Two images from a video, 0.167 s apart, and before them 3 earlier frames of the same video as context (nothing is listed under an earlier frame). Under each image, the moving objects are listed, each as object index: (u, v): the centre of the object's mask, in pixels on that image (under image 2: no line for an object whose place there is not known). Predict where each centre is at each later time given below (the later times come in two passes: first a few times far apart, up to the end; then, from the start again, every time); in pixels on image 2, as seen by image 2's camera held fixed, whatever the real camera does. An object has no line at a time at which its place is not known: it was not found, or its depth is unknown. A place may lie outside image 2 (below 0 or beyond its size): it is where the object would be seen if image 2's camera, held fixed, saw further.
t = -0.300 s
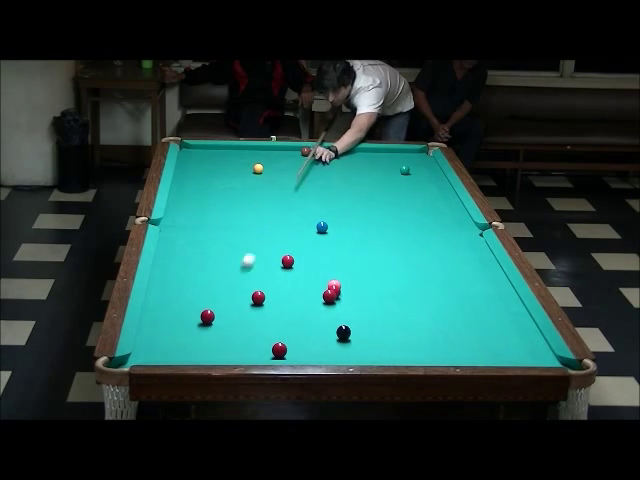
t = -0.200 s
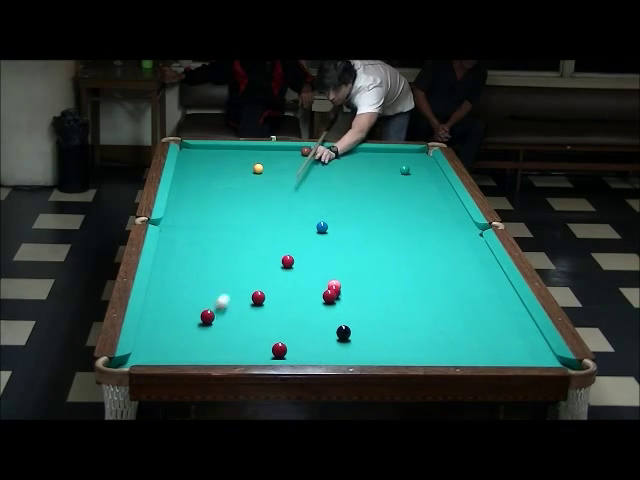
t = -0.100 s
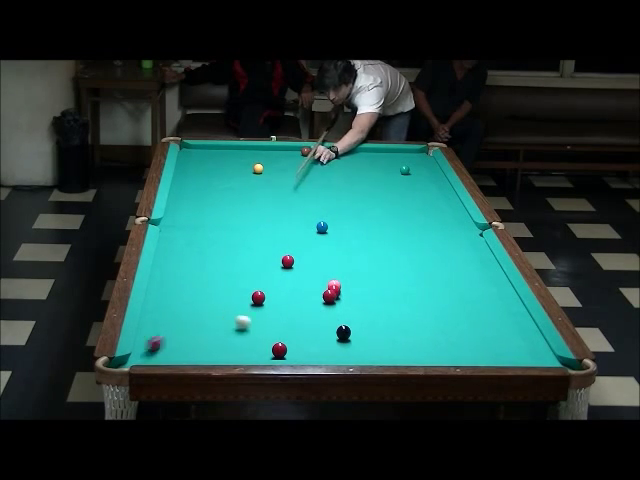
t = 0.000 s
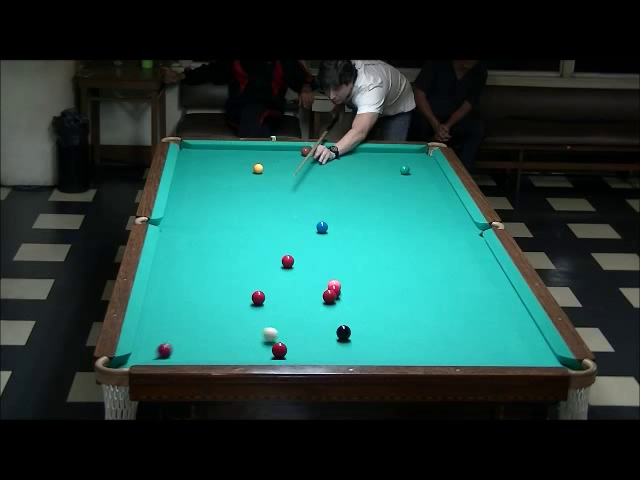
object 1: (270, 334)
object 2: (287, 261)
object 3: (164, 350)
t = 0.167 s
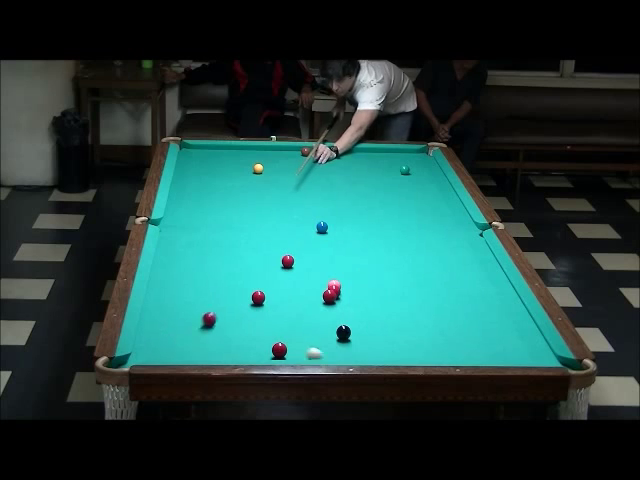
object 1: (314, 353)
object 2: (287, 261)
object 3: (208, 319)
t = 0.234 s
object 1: (328, 355)
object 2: (287, 261)
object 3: (224, 308)
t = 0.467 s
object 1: (356, 338)
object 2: (287, 261)
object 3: (272, 275)
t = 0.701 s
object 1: (381, 320)
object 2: (295, 245)
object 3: (305, 263)
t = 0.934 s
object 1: (403, 303)
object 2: (304, 228)
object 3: (333, 257)
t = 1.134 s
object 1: (420, 291)
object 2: (310, 214)
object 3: (355, 252)
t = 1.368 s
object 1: (438, 277)
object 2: (317, 200)
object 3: (380, 246)
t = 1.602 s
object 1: (455, 265)
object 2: (324, 188)
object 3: (402, 241)
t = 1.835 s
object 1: (470, 255)
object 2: (330, 176)
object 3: (423, 237)
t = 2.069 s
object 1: (482, 246)
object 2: (335, 166)
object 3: (442, 233)
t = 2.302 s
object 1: (466, 239)
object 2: (341, 157)
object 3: (459, 229)
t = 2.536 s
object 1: (451, 233)
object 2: (345, 150)
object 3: (473, 225)
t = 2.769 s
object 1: (438, 228)
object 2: (352, 156)
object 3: (464, 227)
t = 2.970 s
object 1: (428, 223)
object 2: (356, 162)
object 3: (457, 229)
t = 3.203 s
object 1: (417, 219)
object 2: (363, 168)
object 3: (449, 230)
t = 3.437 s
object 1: (408, 215)
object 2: (369, 175)
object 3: (442, 231)
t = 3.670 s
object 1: (399, 212)
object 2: (375, 181)
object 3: (436, 232)
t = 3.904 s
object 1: (391, 209)
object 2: (380, 187)
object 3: (432, 233)
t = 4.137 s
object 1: (384, 206)
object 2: (385, 193)
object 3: (428, 233)
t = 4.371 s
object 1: (378, 204)
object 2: (390, 198)
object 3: (426, 234)
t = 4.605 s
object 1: (374, 202)
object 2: (395, 204)
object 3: (426, 234)
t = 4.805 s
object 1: (370, 201)
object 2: (398, 208)
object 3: (426, 234)
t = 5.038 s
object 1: (367, 200)
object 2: (402, 213)
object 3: (426, 234)
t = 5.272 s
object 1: (364, 199)
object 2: (406, 217)
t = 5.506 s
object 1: (363, 198)
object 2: (410, 221)
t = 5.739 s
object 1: (362, 198)
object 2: (413, 225)
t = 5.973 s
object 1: (362, 198)
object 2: (415, 228)
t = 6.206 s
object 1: (362, 198)
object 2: (417, 230)
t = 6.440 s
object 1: (362, 198)
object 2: (417, 231)
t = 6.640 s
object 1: (362, 198)
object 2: (416, 232)
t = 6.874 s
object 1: (362, 198)
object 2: (416, 232)
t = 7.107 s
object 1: (362, 198)
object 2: (416, 232)
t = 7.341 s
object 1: (362, 198)
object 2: (416, 232)
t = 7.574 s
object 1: (362, 198)
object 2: (416, 232)
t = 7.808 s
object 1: (362, 198)
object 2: (416, 232)
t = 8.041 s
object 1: (362, 198)
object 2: (416, 231)
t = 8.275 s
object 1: (362, 198)
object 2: (416, 231)
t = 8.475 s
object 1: (362, 198)
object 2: (416, 231)
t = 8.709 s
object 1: (362, 198)
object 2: (416, 231)
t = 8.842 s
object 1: (362, 198)
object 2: (416, 232)
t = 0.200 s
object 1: (323, 355)
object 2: (287, 261)
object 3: (216, 313)
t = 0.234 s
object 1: (328, 355)
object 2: (287, 261)
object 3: (224, 308)
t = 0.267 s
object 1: (333, 353)
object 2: (287, 261)
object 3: (231, 303)
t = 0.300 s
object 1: (337, 352)
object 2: (287, 261)
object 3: (238, 298)
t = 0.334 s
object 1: (341, 349)
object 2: (287, 261)
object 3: (245, 293)
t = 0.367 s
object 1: (345, 347)
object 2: (287, 261)
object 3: (252, 287)
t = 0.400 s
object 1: (348, 343)
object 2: (287, 261)
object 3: (259, 283)
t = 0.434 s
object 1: (352, 341)
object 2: (287, 261)
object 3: (266, 279)
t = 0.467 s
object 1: (356, 338)
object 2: (287, 261)
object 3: (272, 275)
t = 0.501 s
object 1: (360, 335)
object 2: (287, 261)
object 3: (278, 270)
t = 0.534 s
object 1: (364, 332)
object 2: (289, 259)
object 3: (284, 266)
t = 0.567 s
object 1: (367, 330)
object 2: (289, 256)
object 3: (288, 265)
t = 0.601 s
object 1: (371, 327)
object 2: (290, 254)
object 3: (292, 265)
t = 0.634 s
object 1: (374, 325)
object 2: (292, 251)
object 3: (296, 264)
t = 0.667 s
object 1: (377, 322)
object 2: (294, 248)
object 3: (301, 264)
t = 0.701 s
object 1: (381, 320)
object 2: (295, 245)
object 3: (305, 263)
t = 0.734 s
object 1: (384, 317)
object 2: (296, 243)
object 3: (309, 262)
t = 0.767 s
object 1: (387, 315)
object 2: (298, 240)
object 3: (313, 261)
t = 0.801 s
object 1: (391, 312)
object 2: (299, 238)
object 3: (317, 260)
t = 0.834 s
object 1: (393, 310)
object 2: (300, 235)
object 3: (321, 259)
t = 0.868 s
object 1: (397, 308)
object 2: (301, 233)
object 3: (325, 258)
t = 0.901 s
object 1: (400, 306)
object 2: (303, 230)
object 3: (329, 258)
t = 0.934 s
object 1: (403, 303)
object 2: (304, 228)
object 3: (333, 257)
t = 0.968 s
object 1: (406, 301)
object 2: (305, 225)
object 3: (337, 256)
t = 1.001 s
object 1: (409, 299)
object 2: (306, 223)
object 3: (341, 255)
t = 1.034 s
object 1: (411, 297)
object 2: (307, 221)
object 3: (344, 254)
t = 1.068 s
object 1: (414, 295)
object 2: (308, 218)
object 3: (348, 253)
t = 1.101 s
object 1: (417, 293)
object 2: (309, 217)
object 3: (352, 253)
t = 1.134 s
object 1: (420, 291)
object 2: (310, 214)
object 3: (355, 252)
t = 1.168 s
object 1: (423, 289)
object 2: (311, 212)
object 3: (359, 251)
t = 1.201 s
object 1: (425, 287)
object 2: (312, 210)
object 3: (362, 250)
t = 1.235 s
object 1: (428, 285)
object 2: (313, 208)
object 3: (366, 249)
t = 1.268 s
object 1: (431, 283)
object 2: (314, 206)
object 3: (369, 249)
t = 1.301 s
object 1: (433, 281)
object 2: (316, 204)
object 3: (373, 248)
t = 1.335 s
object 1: (436, 279)
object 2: (317, 202)
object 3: (376, 247)
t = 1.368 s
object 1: (438, 277)
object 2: (317, 200)
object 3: (380, 246)
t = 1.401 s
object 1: (441, 276)
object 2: (318, 198)
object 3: (383, 246)
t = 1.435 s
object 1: (443, 274)
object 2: (320, 197)
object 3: (386, 245)
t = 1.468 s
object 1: (445, 272)
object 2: (320, 195)
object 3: (390, 244)
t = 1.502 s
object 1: (448, 270)
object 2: (321, 193)
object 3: (393, 243)
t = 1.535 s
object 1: (450, 269)
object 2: (322, 191)
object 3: (396, 243)
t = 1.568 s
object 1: (452, 267)
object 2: (323, 189)
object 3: (399, 242)
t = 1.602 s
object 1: (455, 265)
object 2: (324, 188)
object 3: (402, 241)
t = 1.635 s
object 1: (457, 264)
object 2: (325, 186)
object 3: (405, 241)
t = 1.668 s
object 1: (459, 262)
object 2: (326, 184)
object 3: (408, 240)
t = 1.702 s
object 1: (461, 261)
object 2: (327, 183)
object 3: (411, 239)
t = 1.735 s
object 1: (463, 259)
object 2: (328, 181)
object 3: (414, 239)
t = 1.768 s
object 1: (466, 258)
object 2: (328, 180)
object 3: (417, 238)
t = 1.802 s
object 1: (468, 256)
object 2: (329, 177)
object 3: (420, 237)
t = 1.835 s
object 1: (470, 255)
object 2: (330, 176)
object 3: (423, 237)
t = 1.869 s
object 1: (472, 254)
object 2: (331, 175)
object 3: (426, 236)
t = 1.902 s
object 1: (473, 252)
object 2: (331, 173)
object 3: (428, 235)
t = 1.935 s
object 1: (476, 251)
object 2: (332, 172)
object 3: (431, 235)
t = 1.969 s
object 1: (478, 250)
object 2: (333, 170)
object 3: (434, 234)
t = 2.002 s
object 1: (479, 248)
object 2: (334, 169)
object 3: (436, 234)
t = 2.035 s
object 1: (482, 247)
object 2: (335, 168)
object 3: (439, 233)
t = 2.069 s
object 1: (482, 246)
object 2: (335, 166)
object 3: (442, 233)
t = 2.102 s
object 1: (479, 245)
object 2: (336, 164)
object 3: (444, 232)
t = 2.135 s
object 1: (478, 244)
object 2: (337, 164)
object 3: (447, 231)
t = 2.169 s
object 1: (475, 243)
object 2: (338, 162)
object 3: (449, 231)
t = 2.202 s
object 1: (473, 242)
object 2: (338, 160)
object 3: (452, 230)
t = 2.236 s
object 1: (470, 241)
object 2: (339, 160)
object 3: (454, 230)
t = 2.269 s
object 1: (468, 240)
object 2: (340, 158)
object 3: (456, 229)
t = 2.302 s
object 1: (466, 239)
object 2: (341, 157)
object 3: (459, 229)
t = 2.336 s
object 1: (464, 238)
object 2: (341, 156)
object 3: (461, 228)
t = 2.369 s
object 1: (461, 237)
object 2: (342, 155)
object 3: (464, 227)
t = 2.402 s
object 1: (459, 236)
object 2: (343, 153)
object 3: (466, 227)
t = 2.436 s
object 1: (457, 235)
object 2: (343, 152)
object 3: (468, 226)
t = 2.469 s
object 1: (455, 234)
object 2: (344, 151)
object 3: (470, 226)
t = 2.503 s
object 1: (453, 234)
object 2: (344, 150)
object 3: (473, 225)
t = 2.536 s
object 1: (451, 233)
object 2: (345, 150)
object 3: (473, 225)
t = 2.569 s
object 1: (449, 232)
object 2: (346, 150)
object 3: (472, 225)
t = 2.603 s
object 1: (447, 231)
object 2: (347, 151)
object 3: (470, 226)
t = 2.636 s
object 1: (445, 230)
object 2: (348, 152)
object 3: (469, 226)
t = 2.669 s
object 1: (444, 230)
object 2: (349, 153)
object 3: (468, 226)
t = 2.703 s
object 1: (442, 229)
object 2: (350, 154)
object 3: (467, 227)
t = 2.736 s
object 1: (440, 228)
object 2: (351, 155)
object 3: (465, 227)
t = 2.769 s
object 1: (438, 228)
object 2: (352, 156)
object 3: (464, 227)
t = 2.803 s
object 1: (436, 227)
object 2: (352, 157)
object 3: (463, 227)
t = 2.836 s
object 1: (435, 226)
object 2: (353, 158)
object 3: (462, 228)
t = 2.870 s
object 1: (433, 225)
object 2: (354, 159)
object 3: (460, 228)
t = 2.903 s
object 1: (431, 225)
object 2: (355, 160)
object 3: (459, 228)
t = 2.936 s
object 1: (430, 224)
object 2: (356, 161)
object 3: (458, 228)
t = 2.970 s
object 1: (428, 223)
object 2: (356, 162)
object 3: (457, 229)
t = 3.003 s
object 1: (426, 223)
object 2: (358, 163)
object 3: (455, 229)
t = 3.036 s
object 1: (425, 222)
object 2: (358, 164)
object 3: (454, 229)
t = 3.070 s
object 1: (423, 221)
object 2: (359, 165)
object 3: (453, 229)
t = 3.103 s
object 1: (422, 221)
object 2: (360, 166)
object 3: (452, 229)
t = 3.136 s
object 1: (420, 220)
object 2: (361, 166)
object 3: (451, 229)
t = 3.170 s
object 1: (419, 219)
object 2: (362, 168)
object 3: (450, 230)
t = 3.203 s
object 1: (417, 219)
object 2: (363, 168)
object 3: (449, 230)
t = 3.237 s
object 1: (416, 218)
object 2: (364, 169)
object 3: (448, 230)
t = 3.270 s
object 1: (414, 218)
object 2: (365, 170)
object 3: (447, 230)
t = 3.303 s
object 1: (413, 217)
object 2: (365, 171)
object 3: (446, 230)
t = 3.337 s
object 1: (411, 216)
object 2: (366, 172)
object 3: (445, 231)
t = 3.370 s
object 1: (410, 216)
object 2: (367, 173)
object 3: (444, 231)
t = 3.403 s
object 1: (409, 216)
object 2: (368, 173)
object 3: (443, 231)
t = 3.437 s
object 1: (408, 215)
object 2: (369, 175)
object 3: (442, 231)
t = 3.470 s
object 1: (406, 214)
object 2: (370, 176)
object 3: (441, 231)
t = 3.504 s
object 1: (405, 214)
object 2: (370, 177)
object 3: (440, 232)
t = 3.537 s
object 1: (404, 214)
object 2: (371, 177)
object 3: (439, 232)
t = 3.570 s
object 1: (403, 213)
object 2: (372, 178)
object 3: (439, 232)
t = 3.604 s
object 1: (401, 213)
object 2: (373, 179)
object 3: (438, 232)
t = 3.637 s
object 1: (400, 212)
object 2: (373, 180)
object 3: (437, 232)
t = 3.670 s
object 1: (399, 212)
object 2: (375, 181)
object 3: (436, 232)
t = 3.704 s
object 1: (398, 211)
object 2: (375, 182)
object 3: (436, 232)
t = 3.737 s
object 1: (397, 211)
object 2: (376, 183)
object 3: (435, 232)
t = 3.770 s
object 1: (396, 210)
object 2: (377, 184)
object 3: (434, 232)
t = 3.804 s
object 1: (395, 210)
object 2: (378, 185)
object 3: (434, 232)
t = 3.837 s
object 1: (394, 209)
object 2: (378, 185)
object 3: (433, 233)
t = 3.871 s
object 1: (392, 209)
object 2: (379, 186)
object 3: (432, 233)
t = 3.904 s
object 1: (391, 209)
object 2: (380, 187)
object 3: (432, 233)
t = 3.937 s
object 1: (390, 208)
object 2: (380, 188)
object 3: (431, 233)
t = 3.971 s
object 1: (389, 208)
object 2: (381, 189)
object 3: (431, 233)
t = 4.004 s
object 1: (388, 208)
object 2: (382, 189)
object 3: (430, 233)
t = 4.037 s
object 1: (387, 207)
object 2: (383, 191)
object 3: (430, 233)
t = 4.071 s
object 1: (386, 207)
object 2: (384, 191)
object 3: (429, 233)
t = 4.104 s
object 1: (385, 206)
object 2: (384, 192)
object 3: (429, 233)
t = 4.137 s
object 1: (384, 206)
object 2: (385, 193)
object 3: (428, 233)
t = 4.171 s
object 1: (384, 206)
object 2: (386, 194)
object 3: (428, 233)
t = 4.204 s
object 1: (383, 205)
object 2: (387, 195)
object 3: (427, 233)
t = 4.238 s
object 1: (382, 205)
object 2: (387, 195)
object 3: (427, 233)
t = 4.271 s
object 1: (381, 205)
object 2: (388, 196)
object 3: (427, 233)
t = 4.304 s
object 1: (380, 205)
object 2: (389, 197)
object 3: (427, 234)
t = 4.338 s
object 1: (379, 204)
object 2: (389, 197)
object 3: (426, 234)
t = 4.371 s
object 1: (378, 204)
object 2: (390, 198)
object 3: (426, 234)
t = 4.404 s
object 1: (378, 204)
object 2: (391, 199)
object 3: (426, 233)
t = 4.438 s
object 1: (377, 203)
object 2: (392, 200)
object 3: (426, 234)
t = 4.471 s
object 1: (376, 203)
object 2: (392, 201)
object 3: (426, 234)
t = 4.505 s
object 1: (376, 203)
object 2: (393, 201)
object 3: (426, 234)
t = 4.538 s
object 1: (375, 202)
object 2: (394, 203)
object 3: (426, 234)
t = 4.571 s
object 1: (374, 202)
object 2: (394, 203)
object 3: (426, 234)
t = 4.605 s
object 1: (374, 202)
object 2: (395, 204)
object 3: (426, 234)
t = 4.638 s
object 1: (373, 202)
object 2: (395, 205)
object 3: (426, 234)
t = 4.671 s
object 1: (372, 202)
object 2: (396, 205)
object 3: (426, 234)
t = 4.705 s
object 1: (372, 201)
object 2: (397, 206)
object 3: (426, 234)
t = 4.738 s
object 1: (371, 201)
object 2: (397, 207)
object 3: (426, 234)
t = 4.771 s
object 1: (370, 201)
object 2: (398, 207)
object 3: (426, 234)
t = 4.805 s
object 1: (370, 201)
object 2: (398, 208)
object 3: (426, 234)
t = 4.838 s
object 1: (369, 201)
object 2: (399, 209)
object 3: (426, 234)
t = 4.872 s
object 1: (369, 201)
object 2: (400, 209)
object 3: (426, 234)
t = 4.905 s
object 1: (368, 200)
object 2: (400, 210)
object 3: (426, 234)
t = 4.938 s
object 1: (368, 200)
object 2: (401, 211)
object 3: (426, 234)
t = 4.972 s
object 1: (367, 200)
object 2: (401, 211)
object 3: (426, 234)
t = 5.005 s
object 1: (367, 200)
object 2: (402, 212)
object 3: (426, 234)
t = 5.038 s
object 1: (367, 200)
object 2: (402, 213)
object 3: (426, 234)
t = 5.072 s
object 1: (366, 199)
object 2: (403, 213)
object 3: (426, 234)
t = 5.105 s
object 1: (366, 199)
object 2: (403, 214)
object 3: (426, 234)
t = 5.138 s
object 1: (365, 199)
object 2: (404, 215)
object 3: (426, 234)
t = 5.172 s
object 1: (365, 199)
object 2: (405, 215)
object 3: (426, 234)
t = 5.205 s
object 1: (365, 199)
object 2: (405, 216)
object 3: (426, 234)
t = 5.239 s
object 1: (365, 199)
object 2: (406, 217)
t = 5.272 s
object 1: (364, 199)
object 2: (406, 217)
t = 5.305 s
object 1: (364, 199)
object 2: (407, 218)
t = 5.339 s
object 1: (364, 198)
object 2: (407, 218)
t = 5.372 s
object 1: (364, 198)
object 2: (408, 219)
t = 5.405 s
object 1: (364, 198)
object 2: (408, 220)
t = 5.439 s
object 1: (364, 198)
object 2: (409, 220)
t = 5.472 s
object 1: (363, 198)
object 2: (409, 221)
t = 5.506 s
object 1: (363, 198)
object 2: (410, 221)
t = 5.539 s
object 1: (363, 198)
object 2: (410, 222)
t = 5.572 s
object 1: (363, 198)
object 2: (410, 222)
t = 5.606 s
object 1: (363, 198)
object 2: (411, 223)
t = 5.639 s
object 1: (363, 198)
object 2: (411, 223)
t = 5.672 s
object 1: (363, 198)
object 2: (412, 224)
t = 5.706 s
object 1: (363, 198)
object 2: (412, 224)
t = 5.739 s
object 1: (362, 198)
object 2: (413, 225)
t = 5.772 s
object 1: (362, 198)
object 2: (413, 225)
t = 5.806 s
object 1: (362, 198)
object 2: (413, 225)
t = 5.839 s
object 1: (362, 198)
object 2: (414, 226)
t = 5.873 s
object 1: (362, 198)
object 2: (414, 226)
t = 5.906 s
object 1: (362, 198)
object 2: (415, 227)
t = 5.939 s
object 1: (362, 198)
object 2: (415, 227)
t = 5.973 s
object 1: (362, 198)
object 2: (415, 228)
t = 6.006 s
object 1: (362, 198)
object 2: (416, 228)
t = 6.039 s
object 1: (362, 198)
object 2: (416, 228)
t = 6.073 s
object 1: (362, 198)
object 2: (416, 229)
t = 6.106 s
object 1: (362, 198)
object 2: (416, 229)
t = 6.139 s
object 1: (362, 198)
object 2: (417, 229)
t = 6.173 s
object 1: (362, 198)
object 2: (417, 230)
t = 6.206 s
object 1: (362, 198)
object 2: (417, 230)
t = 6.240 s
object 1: (362, 198)
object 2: (417, 230)
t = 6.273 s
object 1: (362, 198)
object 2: (417, 230)
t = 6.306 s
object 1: (362, 198)
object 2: (417, 231)
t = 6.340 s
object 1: (362, 198)
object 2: (417, 231)
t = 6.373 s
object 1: (362, 198)
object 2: (417, 231)
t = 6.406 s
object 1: (362, 198)
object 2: (417, 231)
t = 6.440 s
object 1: (362, 198)
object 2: (417, 231)
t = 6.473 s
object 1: (362, 198)
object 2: (416, 231)
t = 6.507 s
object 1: (362, 198)
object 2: (416, 231)
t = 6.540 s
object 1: (362, 198)
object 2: (416, 231)
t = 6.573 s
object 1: (362, 198)
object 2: (416, 231)
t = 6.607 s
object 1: (362, 198)
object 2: (416, 231)
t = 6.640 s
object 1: (362, 198)
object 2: (416, 232)
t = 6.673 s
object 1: (362, 198)
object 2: (416, 232)
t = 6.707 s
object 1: (362, 198)
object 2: (416, 232)
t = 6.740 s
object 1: (362, 198)
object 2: (416, 232)
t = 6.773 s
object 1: (362, 198)
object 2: (416, 232)
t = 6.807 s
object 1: (362, 198)
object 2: (416, 232)
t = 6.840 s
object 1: (362, 198)
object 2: (416, 232)
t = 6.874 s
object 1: (362, 198)
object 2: (416, 232)
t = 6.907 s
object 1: (362, 198)
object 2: (416, 232)
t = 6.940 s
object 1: (362, 198)
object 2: (416, 232)
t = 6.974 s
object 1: (362, 198)
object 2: (416, 232)
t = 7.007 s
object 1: (362, 198)
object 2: (416, 232)
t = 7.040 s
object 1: (362, 198)
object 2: (416, 232)
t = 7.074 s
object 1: (362, 198)
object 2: (416, 232)
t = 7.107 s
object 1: (362, 198)
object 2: (416, 232)
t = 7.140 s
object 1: (362, 198)
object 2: (416, 232)
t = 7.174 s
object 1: (362, 198)
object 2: (416, 232)
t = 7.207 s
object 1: (362, 198)
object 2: (416, 232)
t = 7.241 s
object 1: (362, 198)
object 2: (416, 232)
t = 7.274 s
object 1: (362, 198)
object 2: (416, 232)
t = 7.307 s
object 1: (362, 198)
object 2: (416, 232)
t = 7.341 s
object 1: (362, 198)
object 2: (416, 232)
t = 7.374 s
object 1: (362, 198)
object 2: (416, 232)
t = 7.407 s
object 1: (362, 198)
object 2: (416, 232)
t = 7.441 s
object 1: (362, 198)
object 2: (416, 232)
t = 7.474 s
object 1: (362, 198)
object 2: (416, 232)
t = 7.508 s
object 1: (362, 198)
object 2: (416, 232)
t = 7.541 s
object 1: (362, 198)
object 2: (416, 232)
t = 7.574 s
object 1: (362, 198)
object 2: (416, 232)
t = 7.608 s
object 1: (362, 198)
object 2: (416, 232)
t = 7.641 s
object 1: (362, 198)
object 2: (416, 232)
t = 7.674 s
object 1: (362, 198)
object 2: (416, 232)
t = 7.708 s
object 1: (362, 198)
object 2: (416, 232)
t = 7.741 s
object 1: (362, 198)
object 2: (416, 232)
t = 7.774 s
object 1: (362, 198)
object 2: (416, 232)
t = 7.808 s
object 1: (362, 198)
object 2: (416, 232)
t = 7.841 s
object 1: (362, 198)
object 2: (416, 232)
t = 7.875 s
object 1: (362, 198)
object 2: (416, 232)
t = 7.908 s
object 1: (362, 198)
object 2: (416, 232)
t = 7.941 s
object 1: (362, 198)
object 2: (416, 231)
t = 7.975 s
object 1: (362, 198)
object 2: (416, 232)
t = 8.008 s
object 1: (362, 198)
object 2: (416, 231)
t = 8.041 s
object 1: (362, 198)
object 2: (416, 231)
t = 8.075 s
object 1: (362, 198)
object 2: (416, 231)
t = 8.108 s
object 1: (362, 198)
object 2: (416, 231)
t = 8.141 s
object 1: (362, 198)
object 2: (416, 231)
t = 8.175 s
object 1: (362, 198)
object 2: (416, 231)
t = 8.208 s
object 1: (362, 198)
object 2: (416, 231)
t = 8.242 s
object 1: (362, 198)
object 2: (416, 231)
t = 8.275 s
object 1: (362, 198)
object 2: (416, 231)
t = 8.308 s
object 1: (362, 198)
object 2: (416, 231)
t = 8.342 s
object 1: (362, 198)
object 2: (416, 231)
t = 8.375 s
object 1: (362, 198)
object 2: (416, 231)
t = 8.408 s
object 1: (362, 198)
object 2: (416, 231)
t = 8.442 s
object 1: (362, 198)
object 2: (416, 231)
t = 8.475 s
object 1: (362, 198)
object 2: (416, 231)
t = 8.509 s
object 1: (362, 198)
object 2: (416, 231)
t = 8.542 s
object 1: (362, 198)
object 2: (416, 231)
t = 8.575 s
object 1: (362, 198)
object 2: (416, 231)
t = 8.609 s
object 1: (362, 198)
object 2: (416, 232)
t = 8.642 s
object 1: (362, 198)
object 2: (416, 231)
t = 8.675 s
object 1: (362, 198)
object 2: (416, 231)
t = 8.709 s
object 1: (362, 198)
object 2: (416, 231)
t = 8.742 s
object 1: (362, 198)
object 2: (416, 231)
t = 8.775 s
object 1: (362, 198)
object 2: (416, 231)
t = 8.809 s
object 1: (362, 198)
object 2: (416, 232)
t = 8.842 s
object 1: (362, 198)
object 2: (416, 232)
